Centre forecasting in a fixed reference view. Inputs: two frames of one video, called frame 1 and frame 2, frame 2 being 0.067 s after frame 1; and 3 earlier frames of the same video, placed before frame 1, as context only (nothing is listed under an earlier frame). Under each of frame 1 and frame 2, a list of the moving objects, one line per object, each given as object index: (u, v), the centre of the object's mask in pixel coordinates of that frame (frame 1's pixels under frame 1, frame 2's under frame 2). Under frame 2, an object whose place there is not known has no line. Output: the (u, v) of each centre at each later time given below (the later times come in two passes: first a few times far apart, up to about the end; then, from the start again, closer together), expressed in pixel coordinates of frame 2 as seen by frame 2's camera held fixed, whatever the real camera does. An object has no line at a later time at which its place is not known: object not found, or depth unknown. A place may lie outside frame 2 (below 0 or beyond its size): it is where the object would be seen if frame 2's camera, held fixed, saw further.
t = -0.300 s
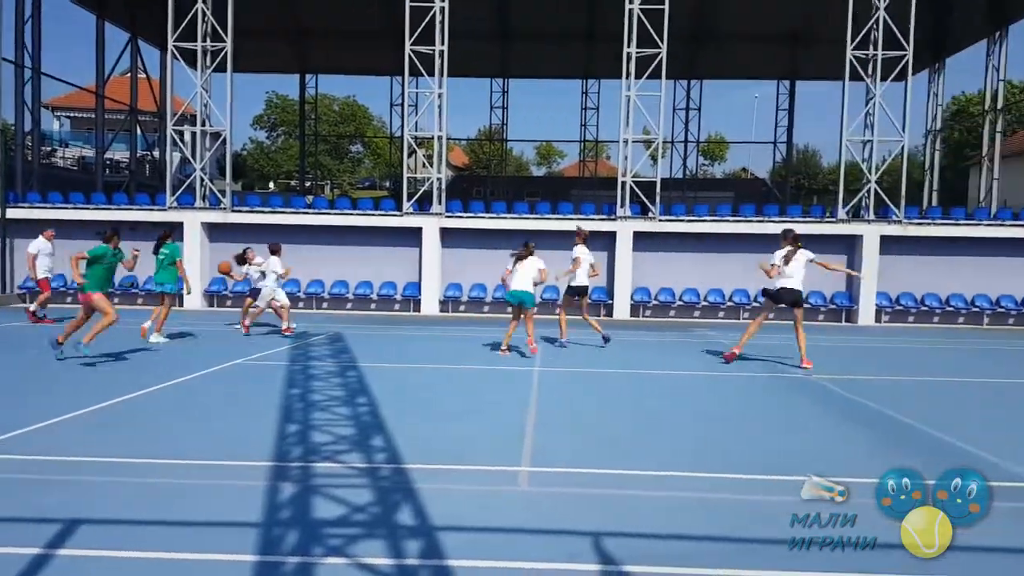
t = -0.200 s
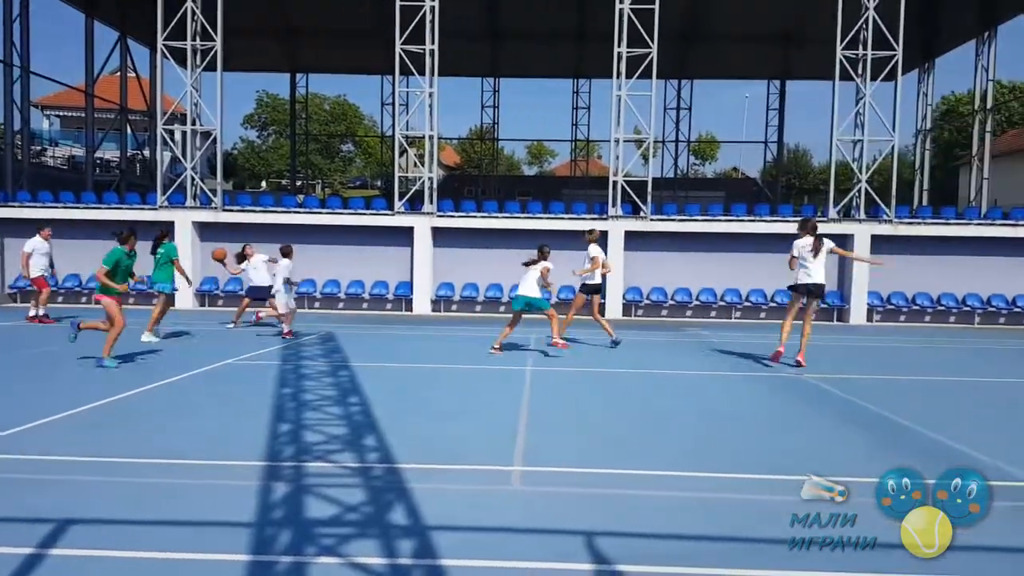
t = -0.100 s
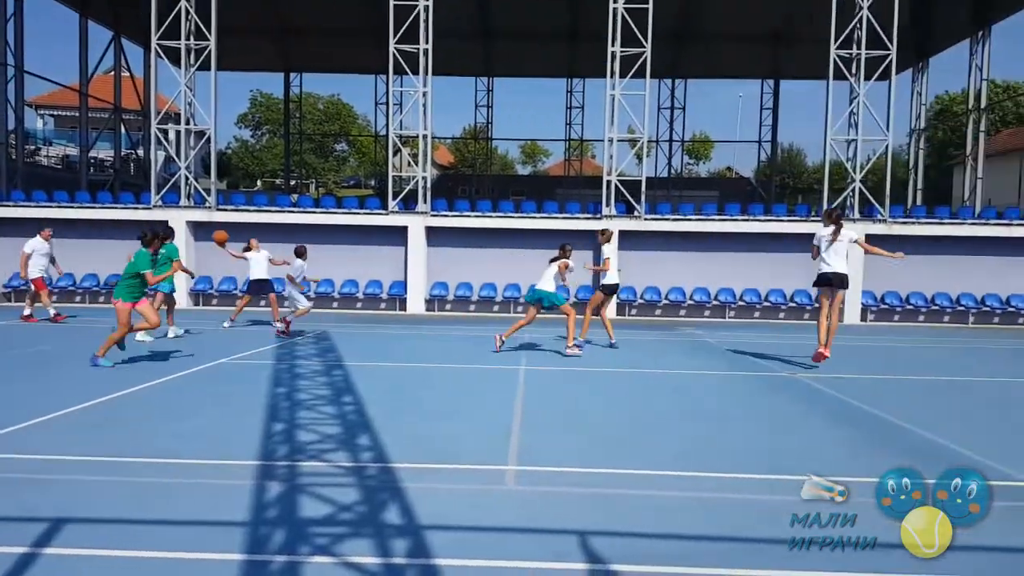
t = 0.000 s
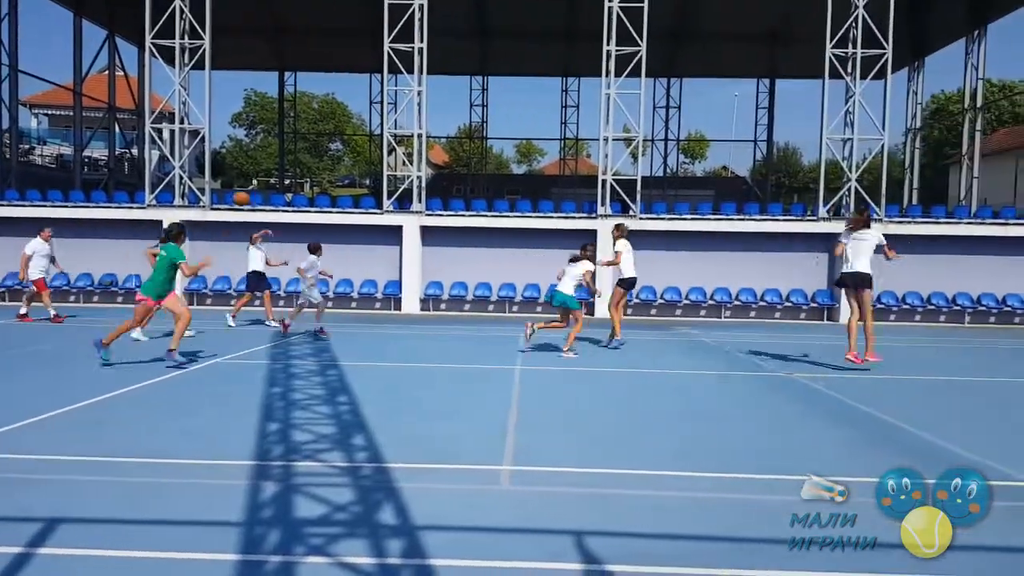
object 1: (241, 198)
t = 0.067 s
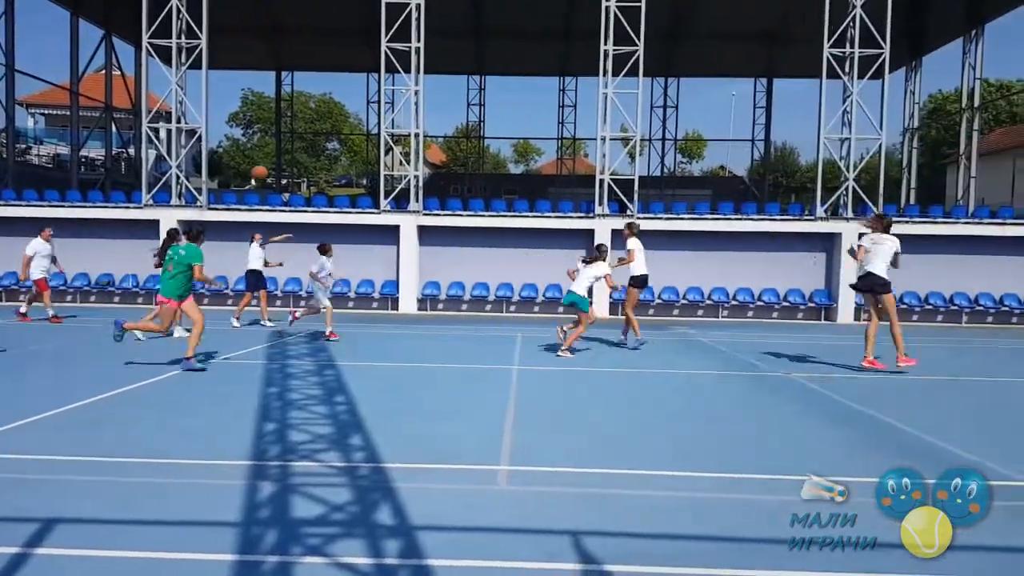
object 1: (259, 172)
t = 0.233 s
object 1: (315, 112)
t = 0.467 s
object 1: (404, 50)
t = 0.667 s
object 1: (488, 22)
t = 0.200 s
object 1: (304, 123)
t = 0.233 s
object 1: (315, 112)
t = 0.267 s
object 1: (328, 101)
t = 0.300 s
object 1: (341, 94)
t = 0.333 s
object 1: (352, 85)
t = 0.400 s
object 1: (378, 66)
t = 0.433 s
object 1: (391, 57)
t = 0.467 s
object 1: (404, 50)
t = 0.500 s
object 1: (418, 45)
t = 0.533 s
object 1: (431, 38)
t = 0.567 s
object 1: (445, 32)
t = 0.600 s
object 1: (459, 28)
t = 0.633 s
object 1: (473, 24)
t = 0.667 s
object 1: (488, 22)
